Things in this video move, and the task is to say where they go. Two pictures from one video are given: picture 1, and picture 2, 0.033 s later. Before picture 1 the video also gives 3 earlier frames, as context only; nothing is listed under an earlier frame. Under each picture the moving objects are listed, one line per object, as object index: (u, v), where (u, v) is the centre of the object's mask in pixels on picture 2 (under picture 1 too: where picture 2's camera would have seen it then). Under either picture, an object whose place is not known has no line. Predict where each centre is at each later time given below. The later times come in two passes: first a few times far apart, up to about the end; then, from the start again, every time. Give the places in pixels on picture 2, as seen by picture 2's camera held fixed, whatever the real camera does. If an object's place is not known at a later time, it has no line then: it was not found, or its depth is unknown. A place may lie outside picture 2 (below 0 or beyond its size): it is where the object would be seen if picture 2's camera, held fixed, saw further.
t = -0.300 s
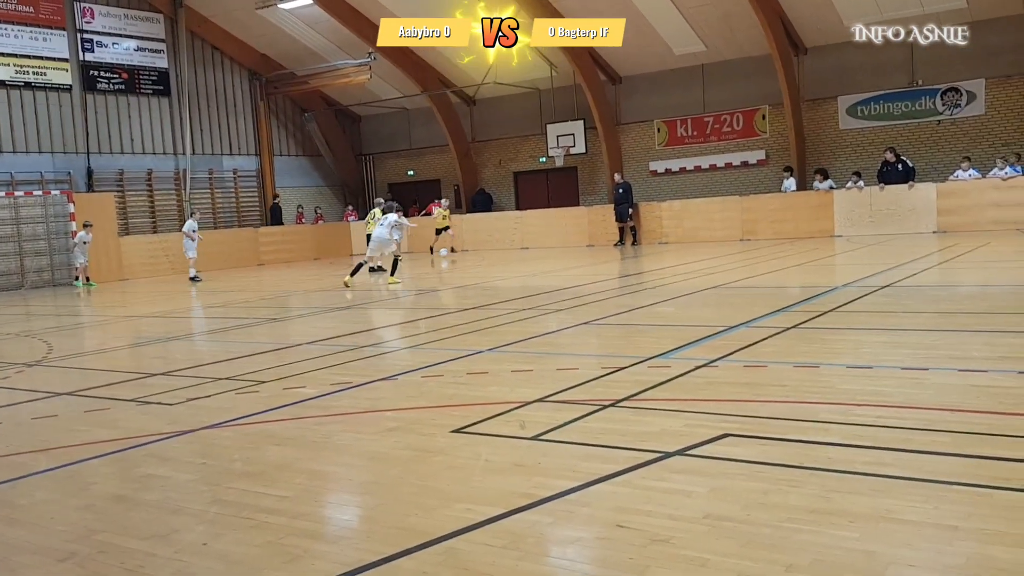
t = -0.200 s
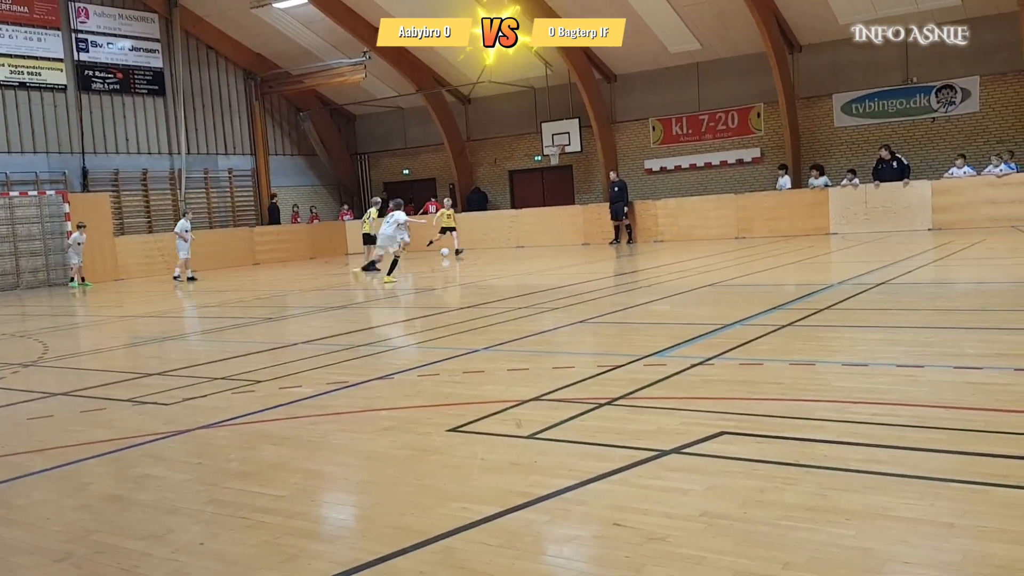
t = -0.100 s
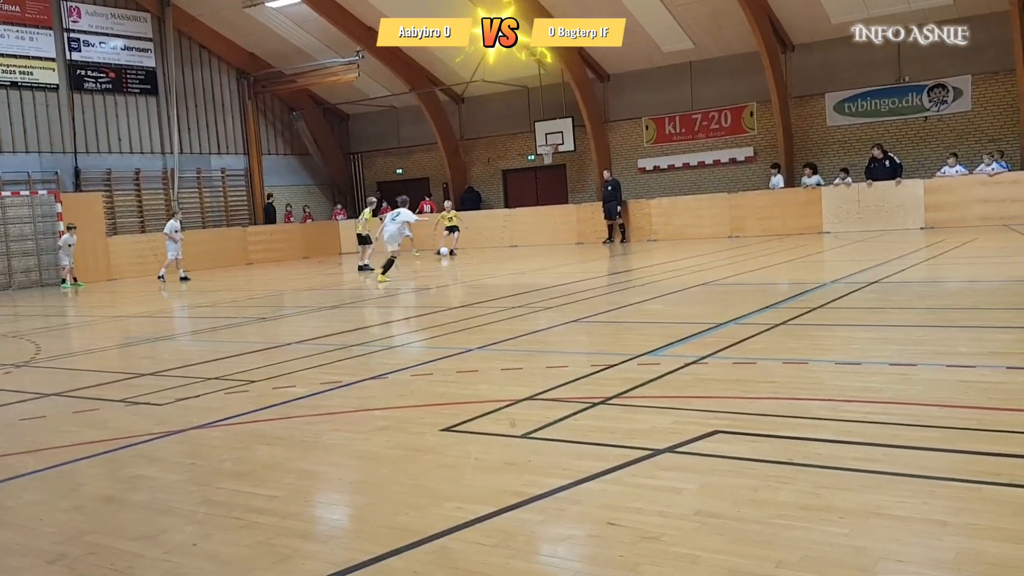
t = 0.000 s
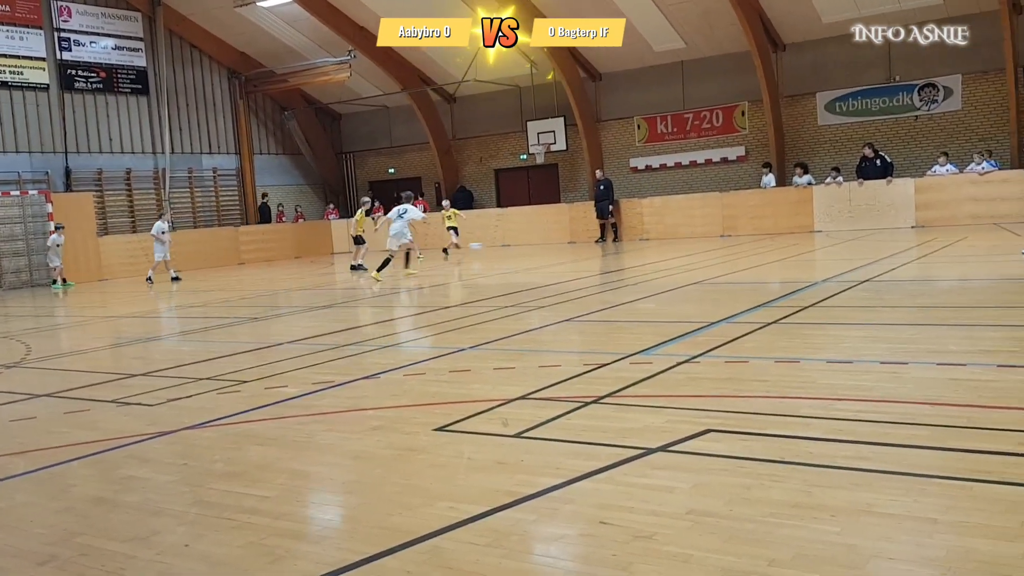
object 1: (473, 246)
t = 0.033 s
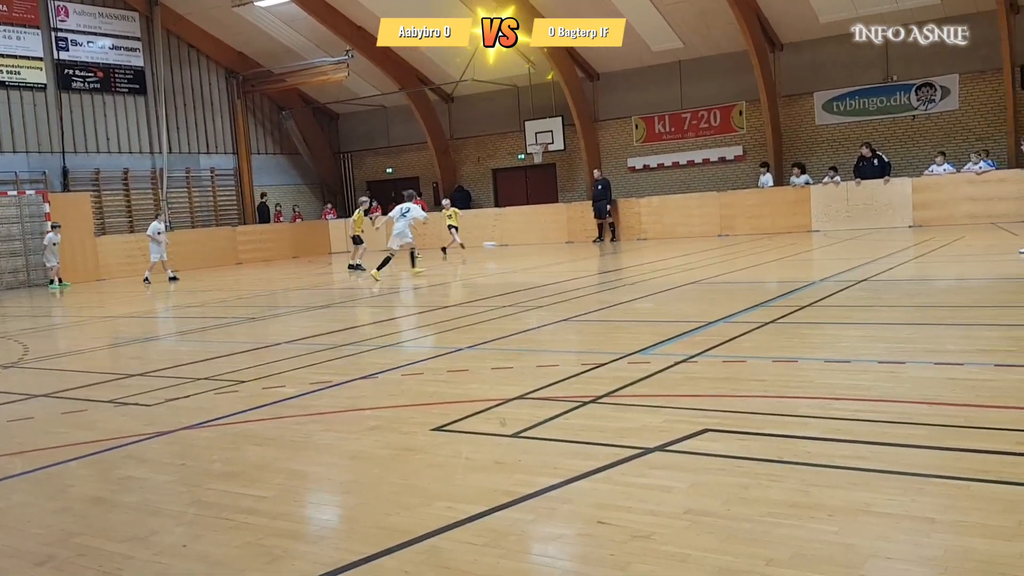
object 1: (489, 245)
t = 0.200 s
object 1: (575, 244)
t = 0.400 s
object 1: (690, 243)
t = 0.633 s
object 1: (831, 238)
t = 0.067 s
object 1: (506, 245)
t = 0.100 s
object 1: (523, 245)
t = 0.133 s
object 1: (541, 246)
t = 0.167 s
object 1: (560, 248)
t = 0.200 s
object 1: (575, 244)
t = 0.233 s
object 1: (594, 244)
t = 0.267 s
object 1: (613, 244)
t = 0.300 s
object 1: (631, 240)
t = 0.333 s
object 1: (650, 241)
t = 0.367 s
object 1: (669, 241)
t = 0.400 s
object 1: (690, 243)
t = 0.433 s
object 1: (709, 243)
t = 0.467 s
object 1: (728, 240)
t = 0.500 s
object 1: (747, 238)
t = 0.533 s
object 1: (767, 237)
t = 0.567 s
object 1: (788, 236)
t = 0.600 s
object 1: (808, 236)
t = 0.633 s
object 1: (831, 238)
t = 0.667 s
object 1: (852, 236)
